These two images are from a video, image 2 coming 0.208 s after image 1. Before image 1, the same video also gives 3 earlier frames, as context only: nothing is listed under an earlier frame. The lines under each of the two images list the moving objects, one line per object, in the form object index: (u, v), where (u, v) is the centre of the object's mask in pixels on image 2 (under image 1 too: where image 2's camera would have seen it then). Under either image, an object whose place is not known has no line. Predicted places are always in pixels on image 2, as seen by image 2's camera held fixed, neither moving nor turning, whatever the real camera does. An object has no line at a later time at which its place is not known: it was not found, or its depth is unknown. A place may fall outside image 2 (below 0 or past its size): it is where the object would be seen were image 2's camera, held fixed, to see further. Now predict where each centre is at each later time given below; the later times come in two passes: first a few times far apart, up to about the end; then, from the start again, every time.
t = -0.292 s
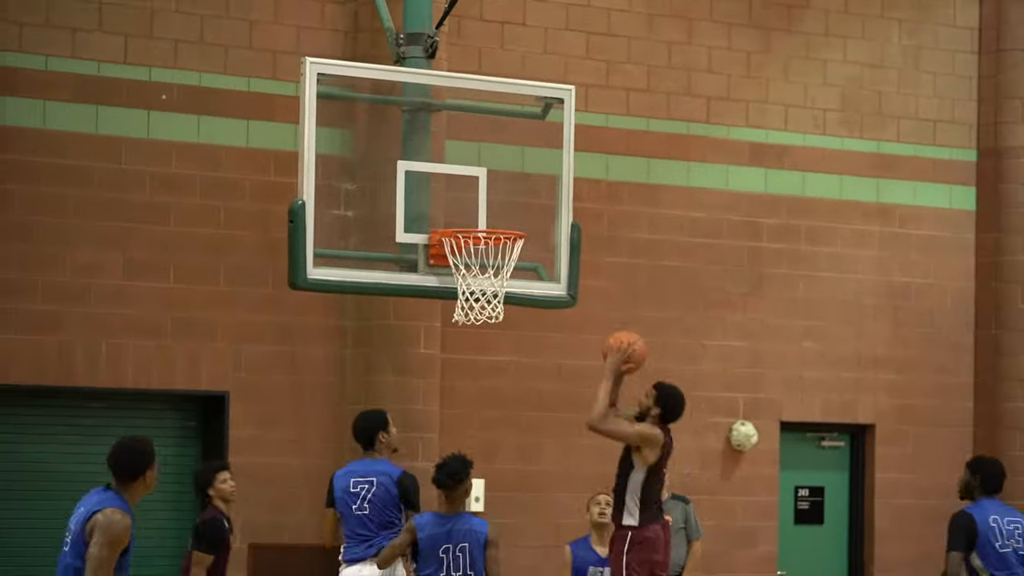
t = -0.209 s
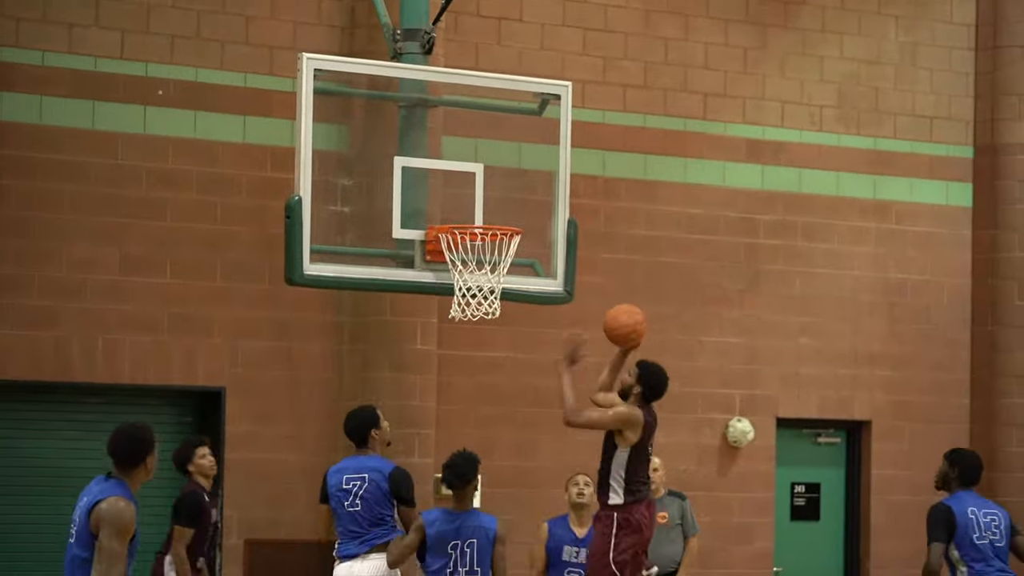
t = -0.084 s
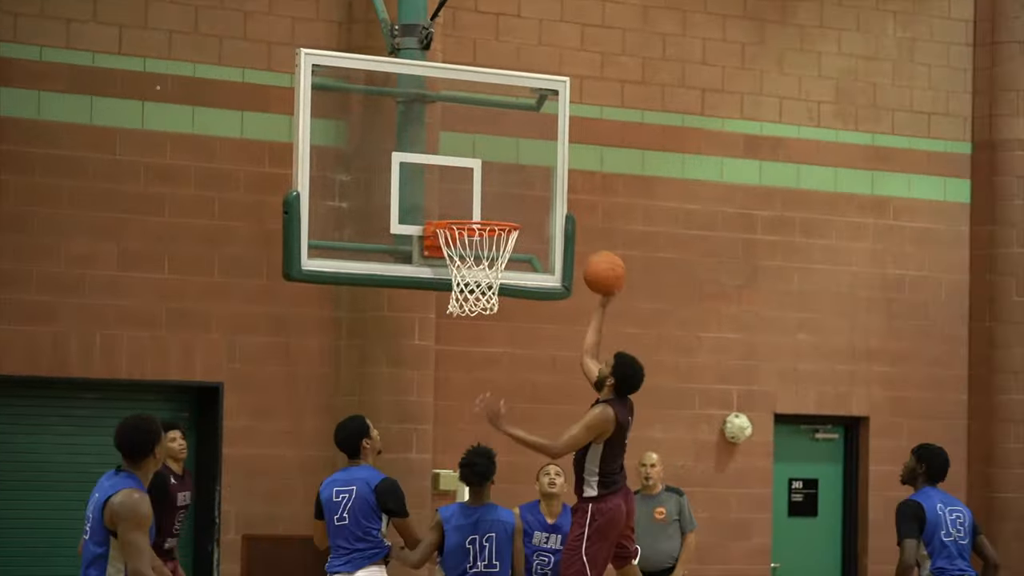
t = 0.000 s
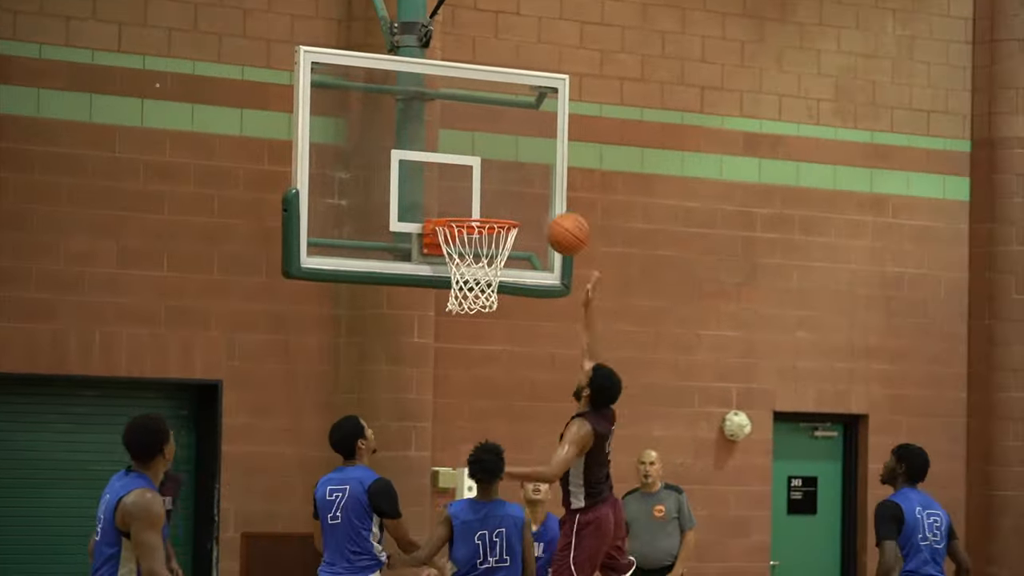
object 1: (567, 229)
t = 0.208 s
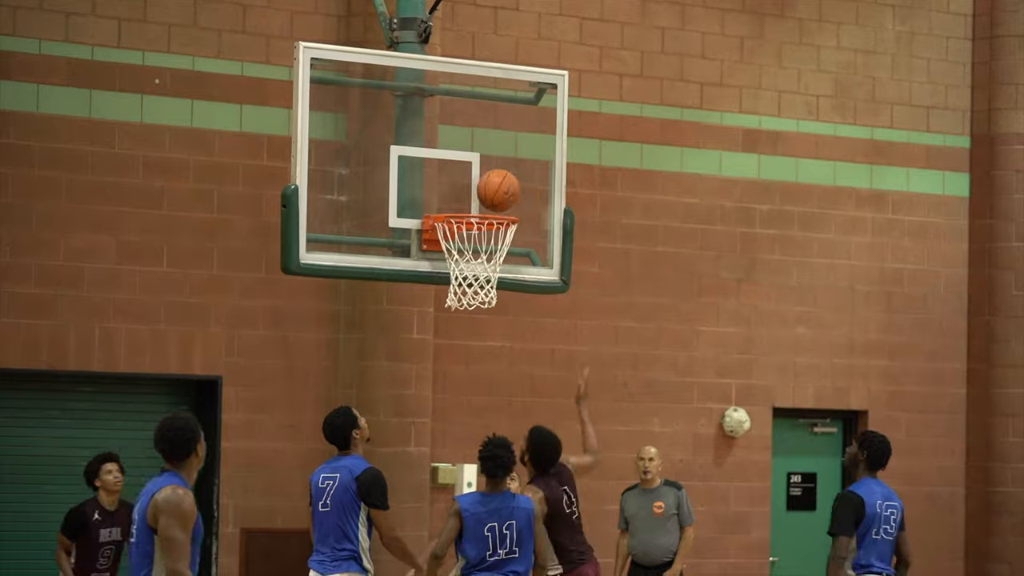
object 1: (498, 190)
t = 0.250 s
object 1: (499, 192)
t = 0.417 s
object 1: (500, 195)
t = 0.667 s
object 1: (477, 224)
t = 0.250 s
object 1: (499, 192)
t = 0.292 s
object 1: (500, 194)
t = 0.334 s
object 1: (500, 196)
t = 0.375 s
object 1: (500, 194)
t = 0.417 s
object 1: (500, 195)
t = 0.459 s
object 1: (500, 196)
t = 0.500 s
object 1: (500, 201)
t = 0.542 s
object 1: (497, 201)
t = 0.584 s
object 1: (491, 202)
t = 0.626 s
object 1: (487, 204)
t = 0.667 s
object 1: (477, 224)
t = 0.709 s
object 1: (476, 237)
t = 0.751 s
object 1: (468, 247)
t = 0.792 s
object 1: (463, 259)
